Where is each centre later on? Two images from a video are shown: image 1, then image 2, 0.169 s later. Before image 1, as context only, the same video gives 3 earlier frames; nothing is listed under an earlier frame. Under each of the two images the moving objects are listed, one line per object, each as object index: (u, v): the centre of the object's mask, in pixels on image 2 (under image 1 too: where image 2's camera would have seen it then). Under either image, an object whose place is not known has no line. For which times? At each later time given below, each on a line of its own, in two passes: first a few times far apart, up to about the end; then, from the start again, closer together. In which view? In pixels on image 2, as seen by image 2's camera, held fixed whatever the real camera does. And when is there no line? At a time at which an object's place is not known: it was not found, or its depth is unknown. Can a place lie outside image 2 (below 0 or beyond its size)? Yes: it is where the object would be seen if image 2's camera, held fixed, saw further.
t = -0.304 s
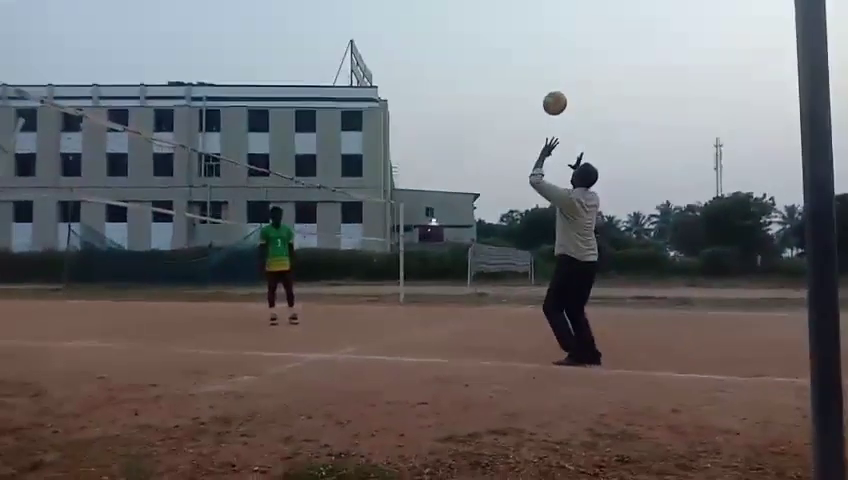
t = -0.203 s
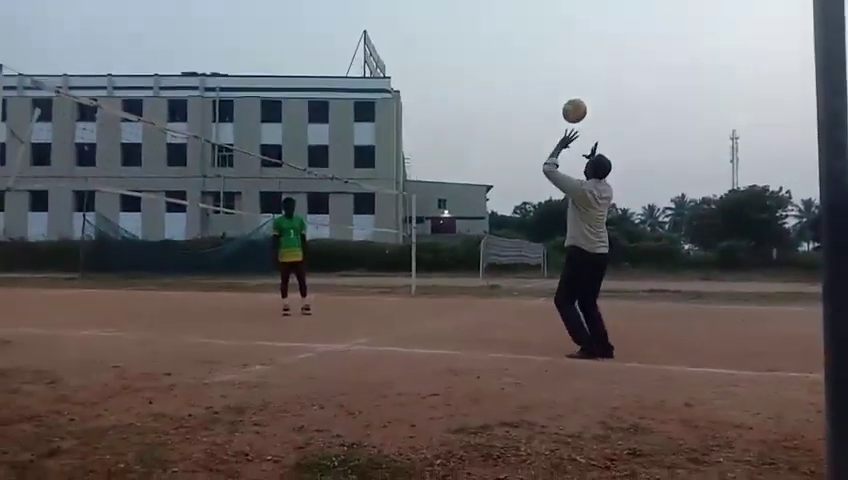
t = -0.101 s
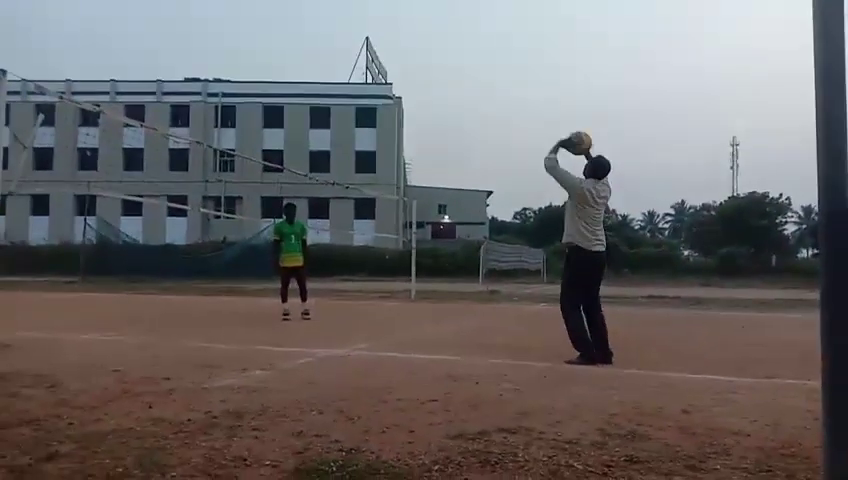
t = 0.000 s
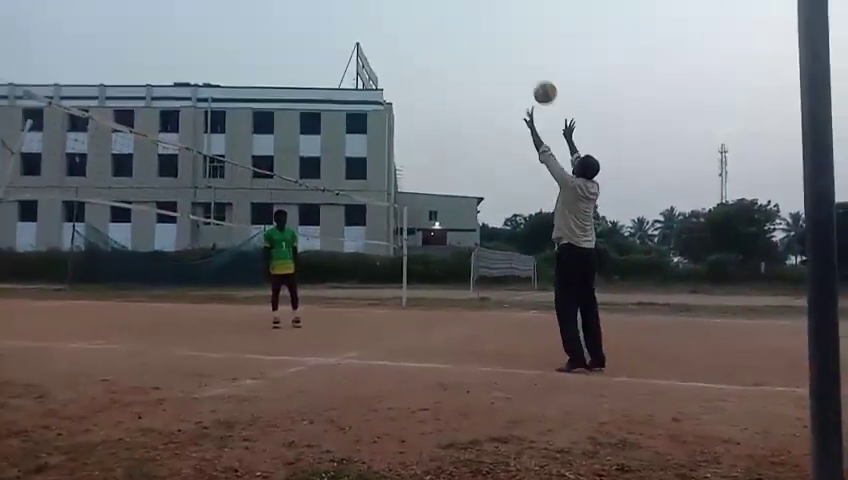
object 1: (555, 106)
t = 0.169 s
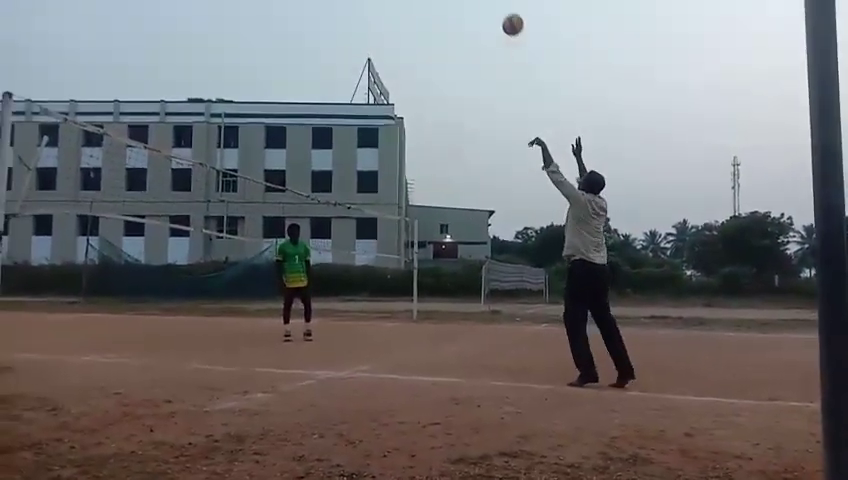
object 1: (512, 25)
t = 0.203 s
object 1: (505, 13)
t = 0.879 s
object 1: (386, 11)
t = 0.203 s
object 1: (505, 13)
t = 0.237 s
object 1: (497, 6)
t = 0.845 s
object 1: (390, 2)
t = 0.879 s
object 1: (386, 11)
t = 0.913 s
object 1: (382, 20)
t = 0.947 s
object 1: (378, 30)
